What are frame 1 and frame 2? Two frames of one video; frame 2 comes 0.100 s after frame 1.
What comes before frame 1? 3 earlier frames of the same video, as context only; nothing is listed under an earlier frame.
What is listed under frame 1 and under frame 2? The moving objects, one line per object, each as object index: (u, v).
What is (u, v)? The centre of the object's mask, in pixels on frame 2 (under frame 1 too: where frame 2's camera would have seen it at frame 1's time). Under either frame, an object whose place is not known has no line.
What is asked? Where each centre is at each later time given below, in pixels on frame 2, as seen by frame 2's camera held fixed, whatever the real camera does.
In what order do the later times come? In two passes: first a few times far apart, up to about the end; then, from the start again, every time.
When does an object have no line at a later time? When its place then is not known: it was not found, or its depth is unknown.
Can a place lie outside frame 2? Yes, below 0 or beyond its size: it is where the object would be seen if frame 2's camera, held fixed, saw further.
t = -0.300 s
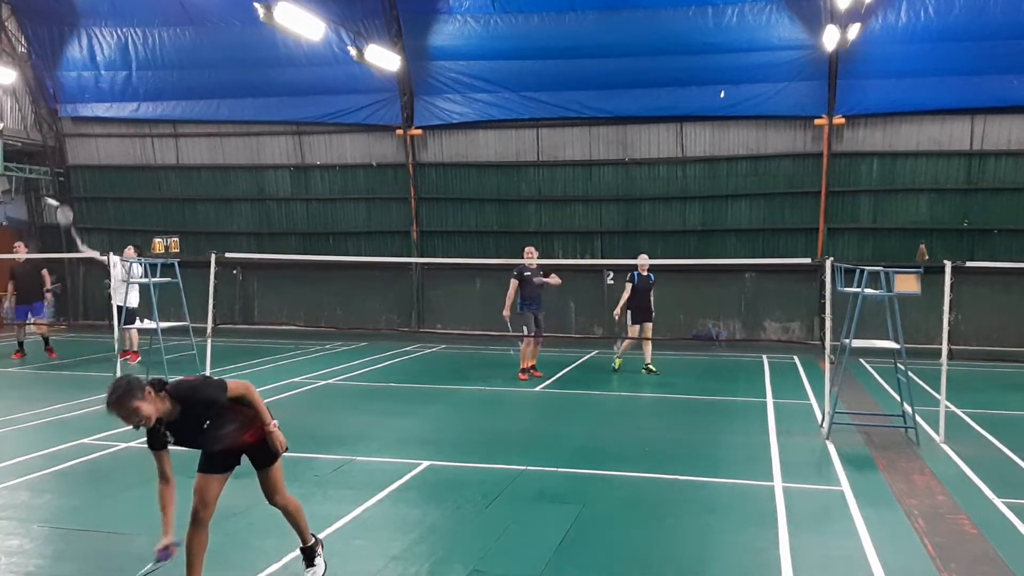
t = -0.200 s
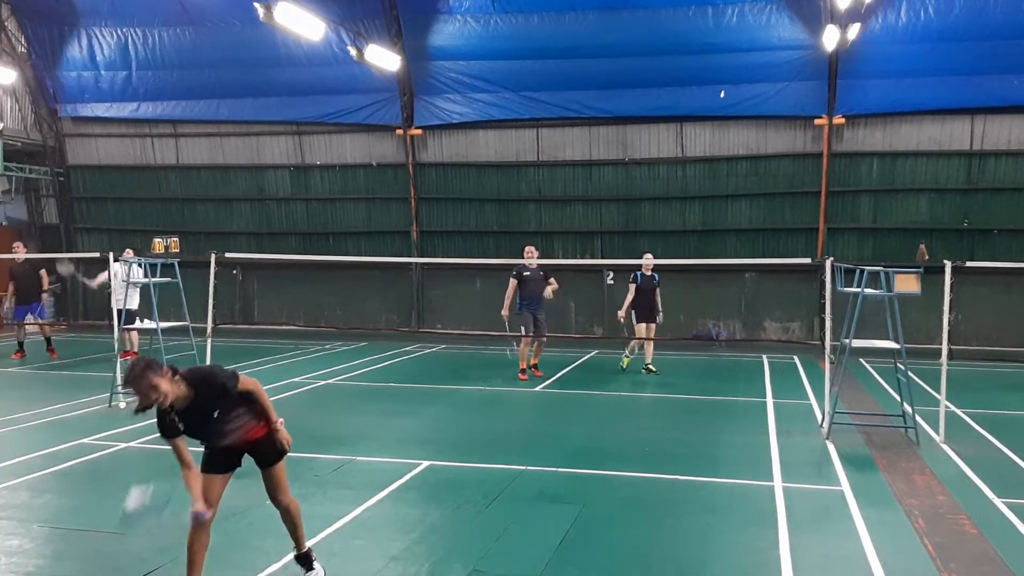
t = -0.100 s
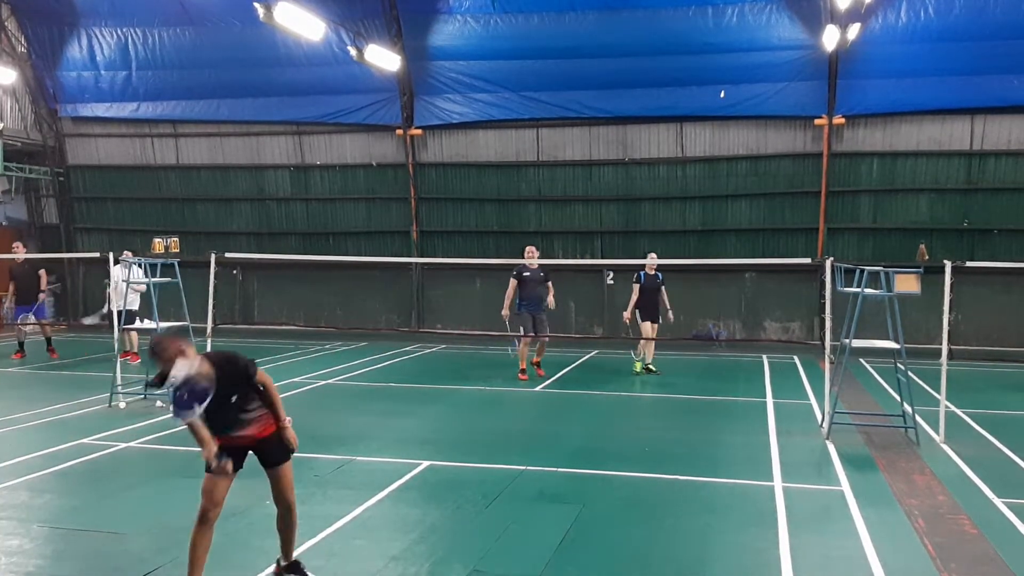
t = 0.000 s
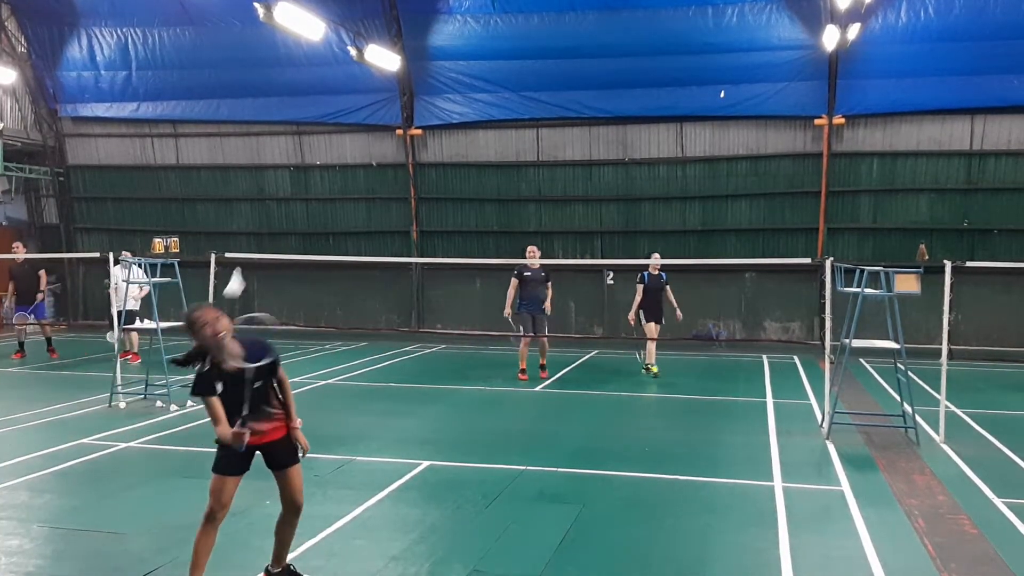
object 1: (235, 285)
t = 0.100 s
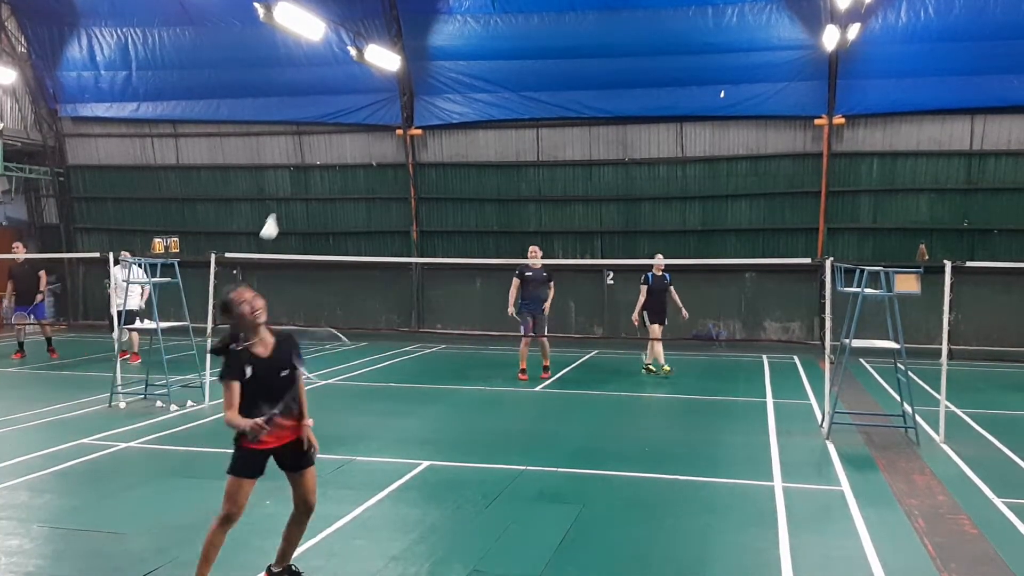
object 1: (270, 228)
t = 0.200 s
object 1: (296, 196)
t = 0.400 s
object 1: (346, 196)
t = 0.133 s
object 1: (279, 215)
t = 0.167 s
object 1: (287, 204)
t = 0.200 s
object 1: (296, 196)
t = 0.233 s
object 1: (304, 190)
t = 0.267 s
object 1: (313, 186)
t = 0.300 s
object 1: (321, 185)
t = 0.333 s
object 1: (330, 186)
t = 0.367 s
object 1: (338, 190)
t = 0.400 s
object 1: (346, 196)
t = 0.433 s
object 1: (354, 204)
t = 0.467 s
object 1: (362, 214)
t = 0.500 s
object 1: (369, 227)
